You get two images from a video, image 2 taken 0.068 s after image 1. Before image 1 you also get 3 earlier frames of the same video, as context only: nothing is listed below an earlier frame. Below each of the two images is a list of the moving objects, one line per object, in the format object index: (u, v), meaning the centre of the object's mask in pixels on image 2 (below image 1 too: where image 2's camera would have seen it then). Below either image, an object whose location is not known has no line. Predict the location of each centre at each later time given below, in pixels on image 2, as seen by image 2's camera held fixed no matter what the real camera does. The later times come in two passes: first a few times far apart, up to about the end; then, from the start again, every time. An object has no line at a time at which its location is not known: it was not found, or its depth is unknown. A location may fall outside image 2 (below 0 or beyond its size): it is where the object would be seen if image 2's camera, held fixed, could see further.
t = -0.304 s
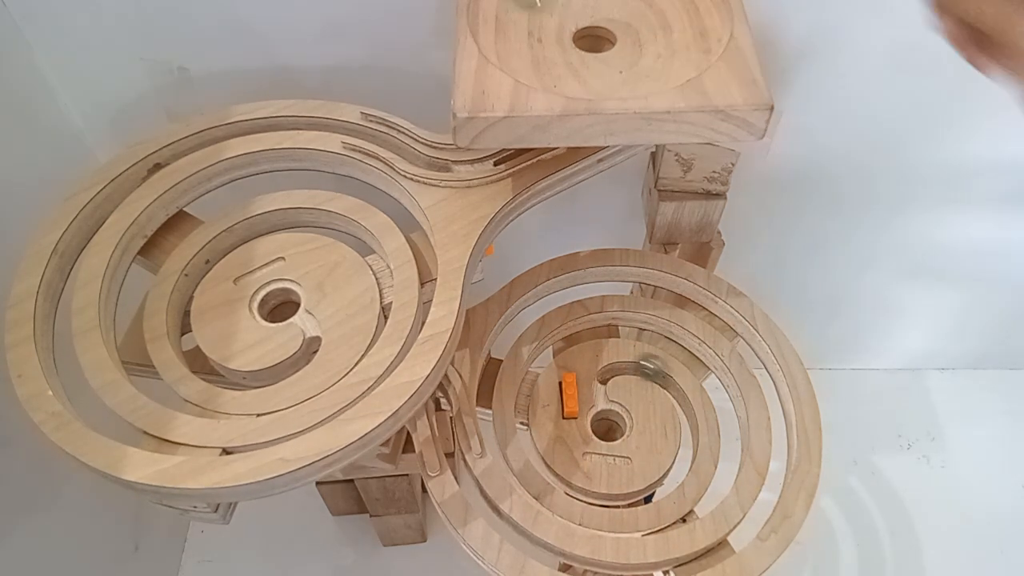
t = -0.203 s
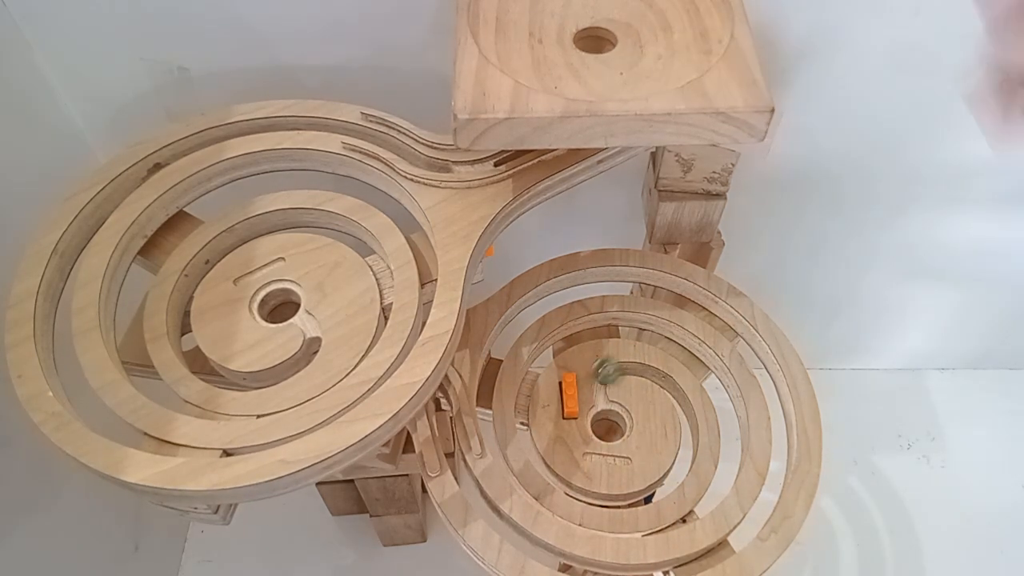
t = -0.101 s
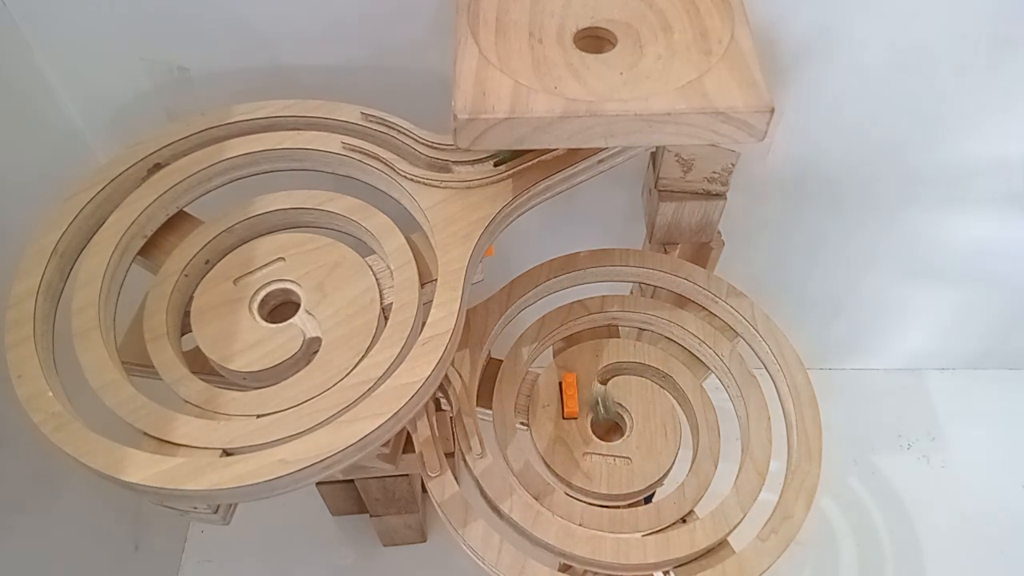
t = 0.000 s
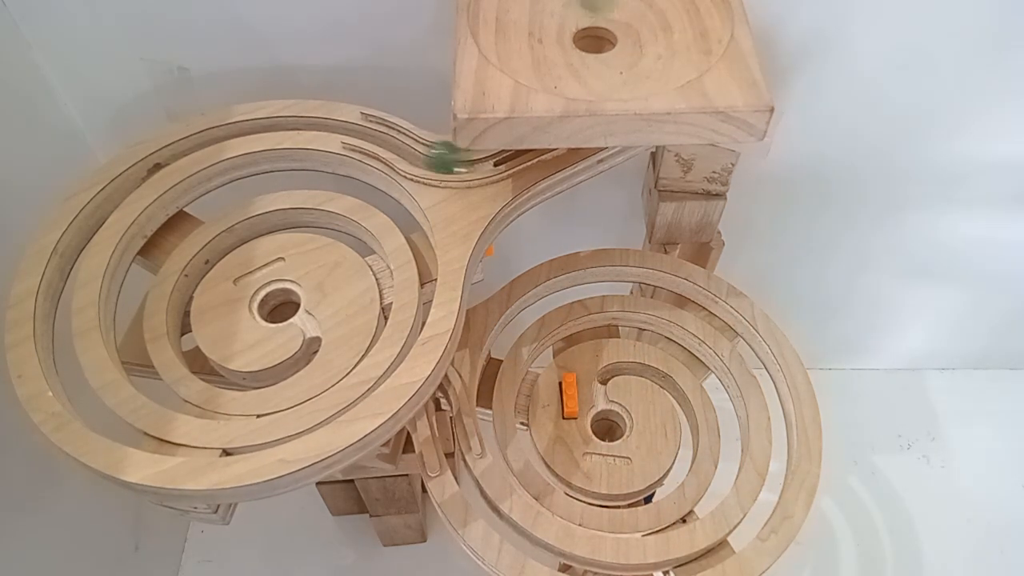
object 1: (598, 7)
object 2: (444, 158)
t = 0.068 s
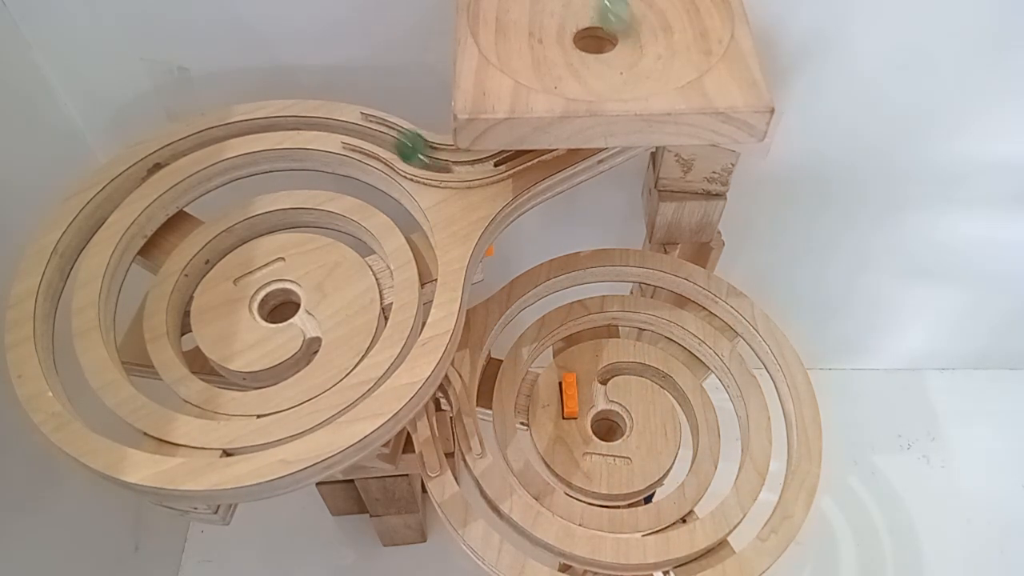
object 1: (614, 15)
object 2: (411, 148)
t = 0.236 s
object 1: (629, 64)
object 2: (339, 118)
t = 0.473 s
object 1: (579, 56)
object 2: (216, 127)
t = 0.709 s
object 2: (101, 204)
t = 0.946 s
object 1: (615, 5)
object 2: (56, 338)
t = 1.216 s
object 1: (557, 56)
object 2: (206, 443)
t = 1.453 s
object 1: (557, 34)
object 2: (376, 375)
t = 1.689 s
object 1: (647, 9)
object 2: (421, 256)
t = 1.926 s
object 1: (616, 32)
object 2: (347, 182)
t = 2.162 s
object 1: (541, 8)
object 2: (201, 210)
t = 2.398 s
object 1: (600, 20)
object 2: (139, 362)
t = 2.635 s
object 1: (565, 46)
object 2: (318, 384)
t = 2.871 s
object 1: (595, 20)
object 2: (376, 272)
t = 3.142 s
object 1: (619, 38)
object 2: (264, 224)
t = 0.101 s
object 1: (624, 28)
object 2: (399, 139)
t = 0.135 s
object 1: (629, 41)
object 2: (384, 132)
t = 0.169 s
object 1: (631, 49)
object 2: (370, 126)
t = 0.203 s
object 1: (631, 58)
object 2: (355, 122)
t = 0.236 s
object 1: (629, 64)
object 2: (339, 118)
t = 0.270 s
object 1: (624, 69)
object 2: (322, 116)
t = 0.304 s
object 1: (618, 70)
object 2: (304, 116)
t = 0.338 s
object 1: (611, 71)
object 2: (288, 115)
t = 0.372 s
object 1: (604, 71)
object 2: (270, 116)
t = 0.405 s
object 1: (595, 68)
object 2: (253, 119)
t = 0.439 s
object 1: (587, 62)
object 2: (233, 123)
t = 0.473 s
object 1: (579, 56)
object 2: (216, 127)
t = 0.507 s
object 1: (572, 47)
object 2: (199, 133)
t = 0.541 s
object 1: (566, 37)
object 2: (180, 142)
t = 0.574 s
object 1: (564, 25)
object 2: (164, 151)
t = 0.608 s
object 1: (564, 16)
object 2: (148, 160)
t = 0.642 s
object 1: (567, 8)
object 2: (132, 174)
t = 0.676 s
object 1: (573, 4)
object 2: (116, 187)
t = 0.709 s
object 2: (101, 204)
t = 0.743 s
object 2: (87, 219)
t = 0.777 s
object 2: (76, 239)
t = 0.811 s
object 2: (66, 256)
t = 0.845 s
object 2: (60, 275)
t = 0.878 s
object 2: (56, 296)
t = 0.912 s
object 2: (55, 317)
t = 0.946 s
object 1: (615, 5)
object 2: (56, 338)
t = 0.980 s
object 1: (617, 10)
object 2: (62, 359)
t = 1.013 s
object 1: (615, 16)
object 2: (70, 377)
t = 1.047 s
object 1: (611, 32)
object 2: (83, 395)
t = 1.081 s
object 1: (598, 38)
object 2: (100, 412)
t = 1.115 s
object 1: (592, 43)
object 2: (122, 426)
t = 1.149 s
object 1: (578, 50)
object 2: (149, 435)
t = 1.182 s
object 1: (567, 54)
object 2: (174, 441)
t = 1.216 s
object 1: (557, 56)
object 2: (206, 443)
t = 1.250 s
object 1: (549, 56)
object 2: (233, 442)
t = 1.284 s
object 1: (544, 55)
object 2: (263, 438)
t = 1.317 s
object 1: (541, 52)
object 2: (289, 429)
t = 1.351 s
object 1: (541, 49)
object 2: (316, 418)
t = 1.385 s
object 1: (544, 46)
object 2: (337, 406)
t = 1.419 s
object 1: (549, 41)
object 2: (360, 390)
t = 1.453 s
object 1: (557, 34)
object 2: (376, 375)
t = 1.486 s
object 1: (566, 29)
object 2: (392, 357)
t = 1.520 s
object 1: (577, 21)
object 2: (403, 341)
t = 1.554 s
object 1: (593, 15)
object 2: (412, 323)
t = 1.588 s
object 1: (611, 14)
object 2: (418, 306)
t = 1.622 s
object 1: (627, 11)
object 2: (421, 289)
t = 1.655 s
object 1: (639, 9)
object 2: (422, 273)
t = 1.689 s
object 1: (647, 9)
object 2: (421, 256)
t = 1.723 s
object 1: (653, 9)
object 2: (416, 242)
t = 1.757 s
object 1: (655, 10)
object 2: (411, 230)
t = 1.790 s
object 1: (654, 12)
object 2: (403, 219)
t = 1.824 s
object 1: (651, 14)
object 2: (391, 207)
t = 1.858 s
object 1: (644, 18)
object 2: (378, 198)
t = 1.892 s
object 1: (631, 24)
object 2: (363, 189)
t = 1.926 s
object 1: (616, 32)
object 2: (347, 182)
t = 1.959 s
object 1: (596, 36)
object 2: (328, 179)
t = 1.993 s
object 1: (580, 31)
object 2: (308, 177)
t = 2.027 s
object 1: (566, 22)
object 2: (289, 178)
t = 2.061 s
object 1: (557, 17)
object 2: (266, 184)
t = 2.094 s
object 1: (548, 13)
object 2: (242, 190)
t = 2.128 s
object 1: (543, 10)
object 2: (221, 197)
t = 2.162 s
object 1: (541, 8)
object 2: (201, 210)
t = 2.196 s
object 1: (543, 7)
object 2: (180, 225)
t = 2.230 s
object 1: (547, 7)
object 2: (161, 245)
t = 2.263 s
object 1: (555, 7)
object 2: (147, 264)
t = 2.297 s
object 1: (565, 9)
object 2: (135, 289)
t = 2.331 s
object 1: (577, 13)
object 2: (131, 315)
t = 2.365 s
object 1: (587, 13)
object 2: (132, 341)
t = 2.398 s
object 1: (600, 20)
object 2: (139, 362)
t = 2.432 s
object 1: (605, 32)
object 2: (156, 382)
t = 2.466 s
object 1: (597, 38)
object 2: (175, 397)
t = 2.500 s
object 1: (594, 42)
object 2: (205, 404)
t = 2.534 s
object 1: (584, 44)
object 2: (237, 409)
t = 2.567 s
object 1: (576, 47)
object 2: (265, 405)
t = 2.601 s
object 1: (570, 47)
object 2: (293, 397)
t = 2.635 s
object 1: (565, 46)
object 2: (318, 384)
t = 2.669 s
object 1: (563, 45)
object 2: (337, 370)
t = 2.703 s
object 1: (563, 42)
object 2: (353, 353)
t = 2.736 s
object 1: (564, 38)
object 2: (367, 337)
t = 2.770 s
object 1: (568, 33)
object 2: (374, 319)
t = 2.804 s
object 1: (572, 28)
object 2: (378, 303)
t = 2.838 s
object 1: (582, 22)
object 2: (379, 286)
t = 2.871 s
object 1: (595, 20)
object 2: (376, 272)
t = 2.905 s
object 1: (611, 20)
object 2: (371, 259)
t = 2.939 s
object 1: (622, 22)
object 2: (362, 246)
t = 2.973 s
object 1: (630, 26)
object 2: (351, 238)
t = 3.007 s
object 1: (633, 29)
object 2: (335, 229)
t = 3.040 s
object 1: (634, 32)
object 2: (319, 224)
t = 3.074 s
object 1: (632, 34)
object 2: (300, 221)
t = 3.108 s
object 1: (627, 37)
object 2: (283, 221)
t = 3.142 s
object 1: (619, 38)
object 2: (264, 224)
